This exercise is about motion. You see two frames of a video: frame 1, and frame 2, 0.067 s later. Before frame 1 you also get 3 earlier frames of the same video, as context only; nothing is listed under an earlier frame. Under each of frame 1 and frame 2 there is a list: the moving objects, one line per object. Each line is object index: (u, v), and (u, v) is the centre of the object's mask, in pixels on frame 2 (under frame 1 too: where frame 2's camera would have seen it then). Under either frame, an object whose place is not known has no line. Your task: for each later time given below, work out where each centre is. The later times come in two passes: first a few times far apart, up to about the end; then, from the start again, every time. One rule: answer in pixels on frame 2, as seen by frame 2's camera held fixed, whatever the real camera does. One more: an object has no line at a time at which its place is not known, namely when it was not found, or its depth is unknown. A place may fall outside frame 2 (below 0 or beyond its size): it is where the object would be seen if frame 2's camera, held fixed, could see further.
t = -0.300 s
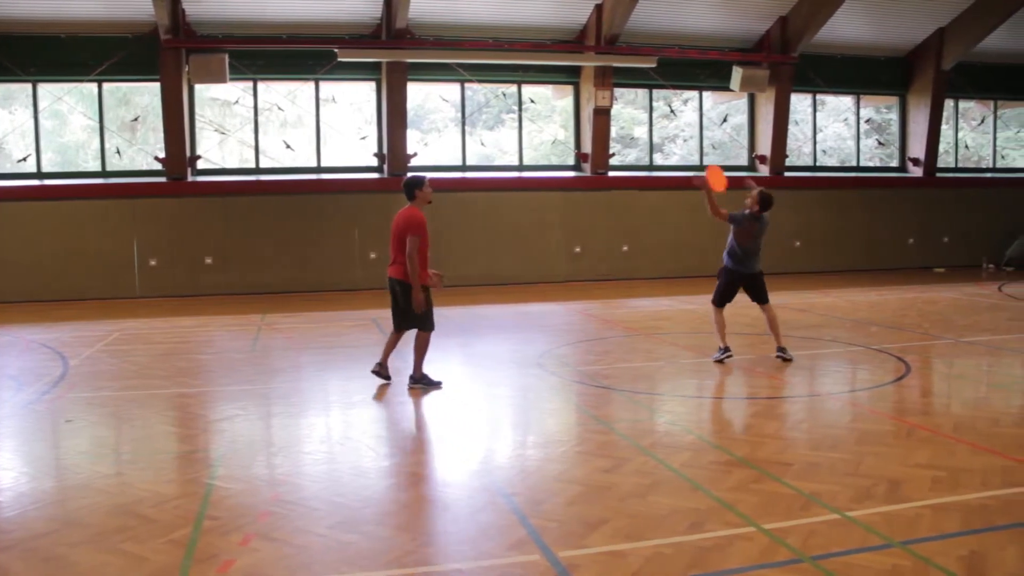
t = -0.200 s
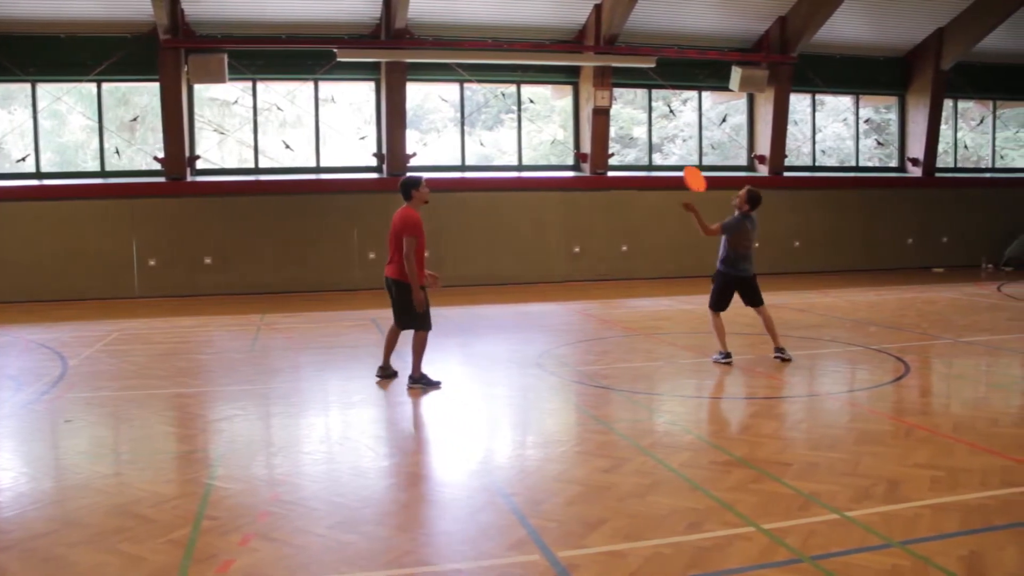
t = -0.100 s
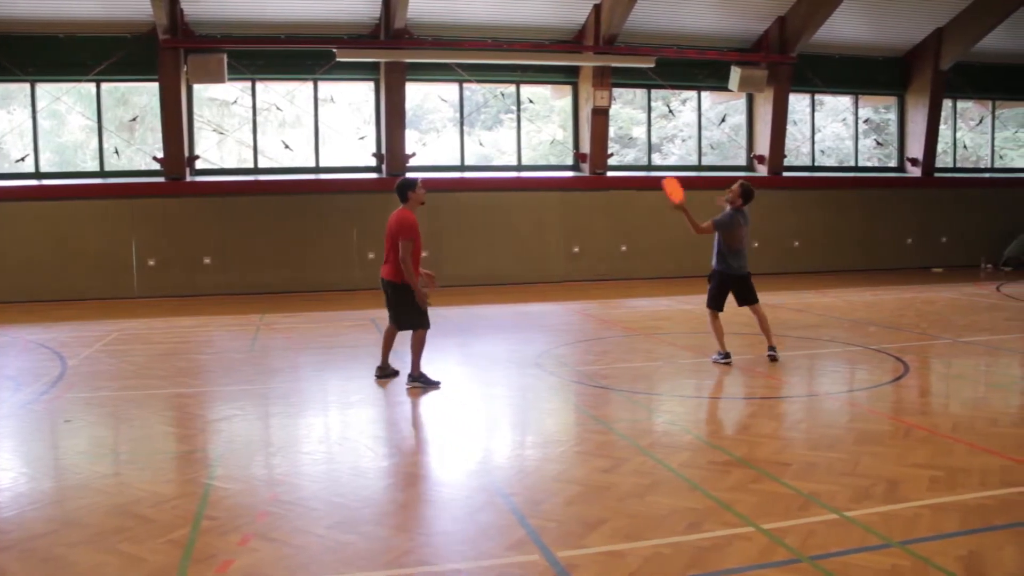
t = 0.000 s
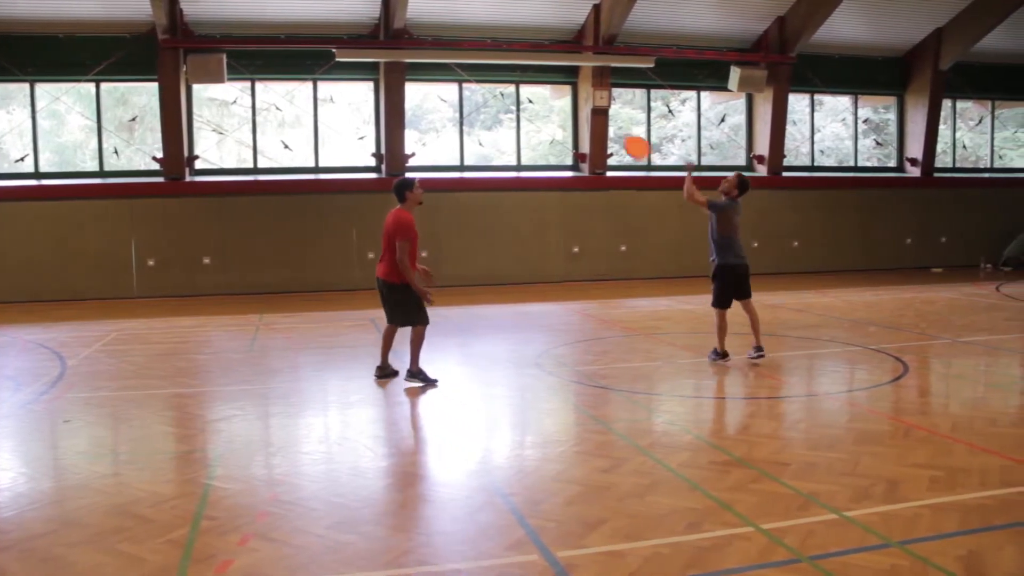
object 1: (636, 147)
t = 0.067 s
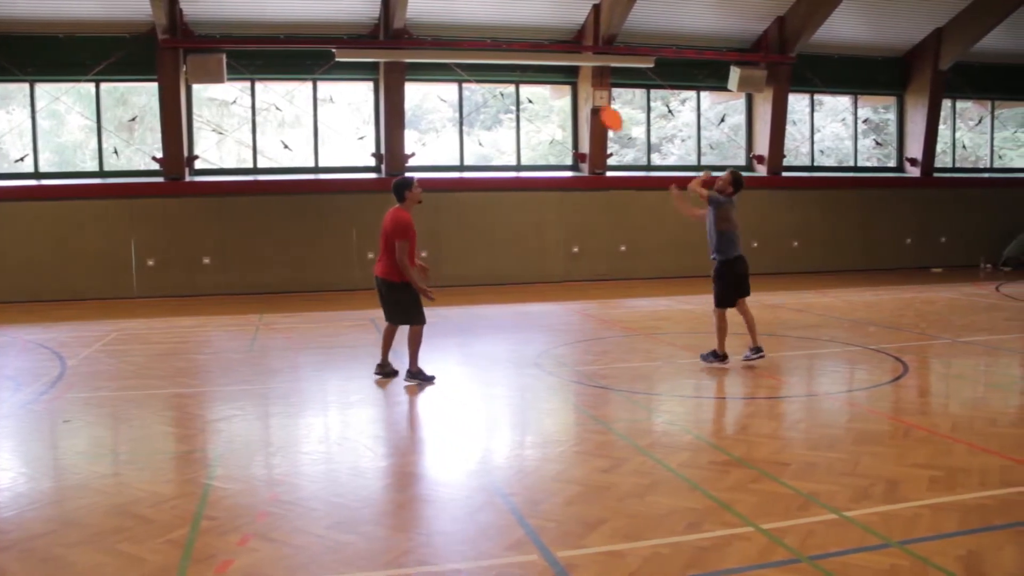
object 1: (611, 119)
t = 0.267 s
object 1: (548, 66)
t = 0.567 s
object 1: (463, 56)
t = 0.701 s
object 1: (430, 78)
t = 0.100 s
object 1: (601, 107)
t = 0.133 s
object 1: (590, 97)
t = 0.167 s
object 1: (579, 87)
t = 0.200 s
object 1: (568, 78)
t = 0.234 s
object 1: (559, 72)
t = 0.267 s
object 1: (548, 66)
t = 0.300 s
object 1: (538, 60)
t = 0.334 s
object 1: (528, 56)
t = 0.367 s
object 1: (518, 53)
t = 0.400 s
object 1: (508, 51)
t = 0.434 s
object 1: (499, 50)
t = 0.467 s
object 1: (491, 50)
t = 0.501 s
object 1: (481, 51)
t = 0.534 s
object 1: (472, 53)
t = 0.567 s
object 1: (463, 56)
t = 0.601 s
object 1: (455, 61)
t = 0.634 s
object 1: (447, 65)
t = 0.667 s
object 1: (438, 72)
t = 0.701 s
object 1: (430, 78)
